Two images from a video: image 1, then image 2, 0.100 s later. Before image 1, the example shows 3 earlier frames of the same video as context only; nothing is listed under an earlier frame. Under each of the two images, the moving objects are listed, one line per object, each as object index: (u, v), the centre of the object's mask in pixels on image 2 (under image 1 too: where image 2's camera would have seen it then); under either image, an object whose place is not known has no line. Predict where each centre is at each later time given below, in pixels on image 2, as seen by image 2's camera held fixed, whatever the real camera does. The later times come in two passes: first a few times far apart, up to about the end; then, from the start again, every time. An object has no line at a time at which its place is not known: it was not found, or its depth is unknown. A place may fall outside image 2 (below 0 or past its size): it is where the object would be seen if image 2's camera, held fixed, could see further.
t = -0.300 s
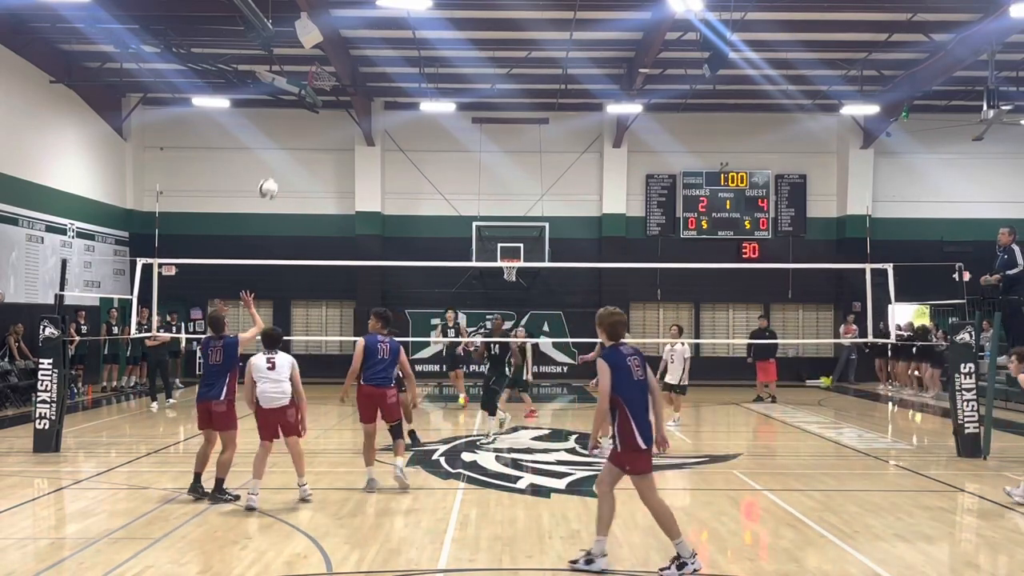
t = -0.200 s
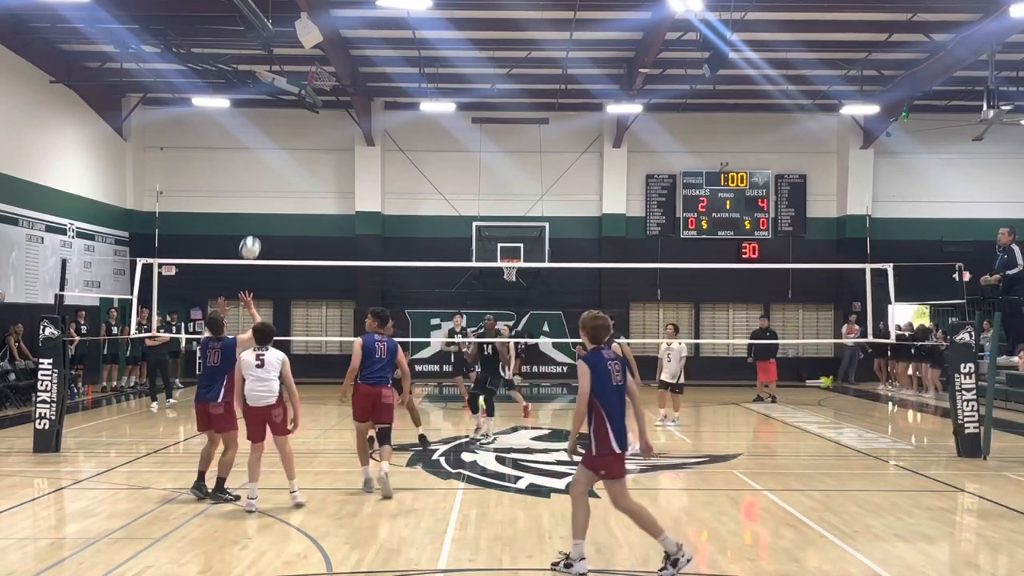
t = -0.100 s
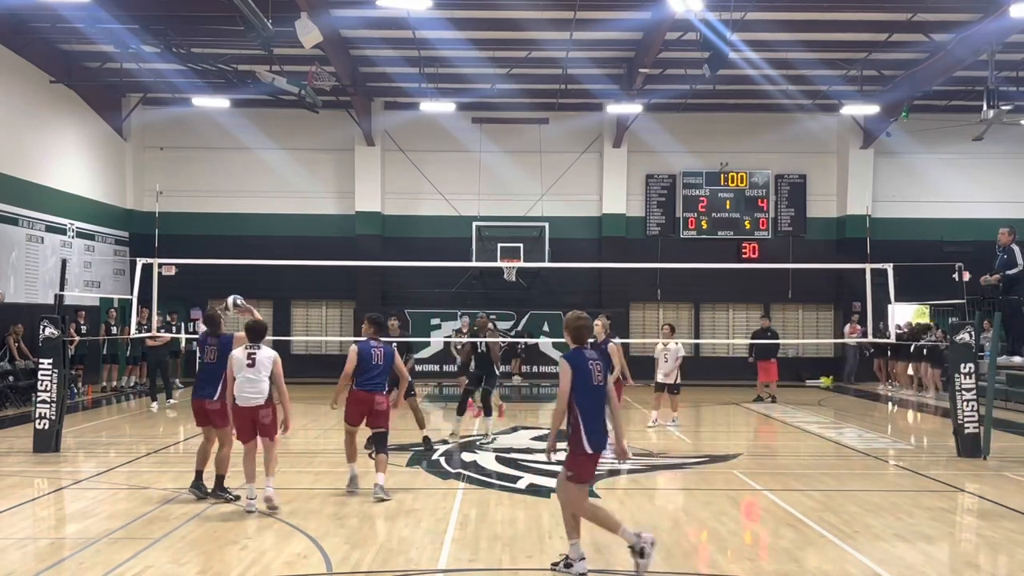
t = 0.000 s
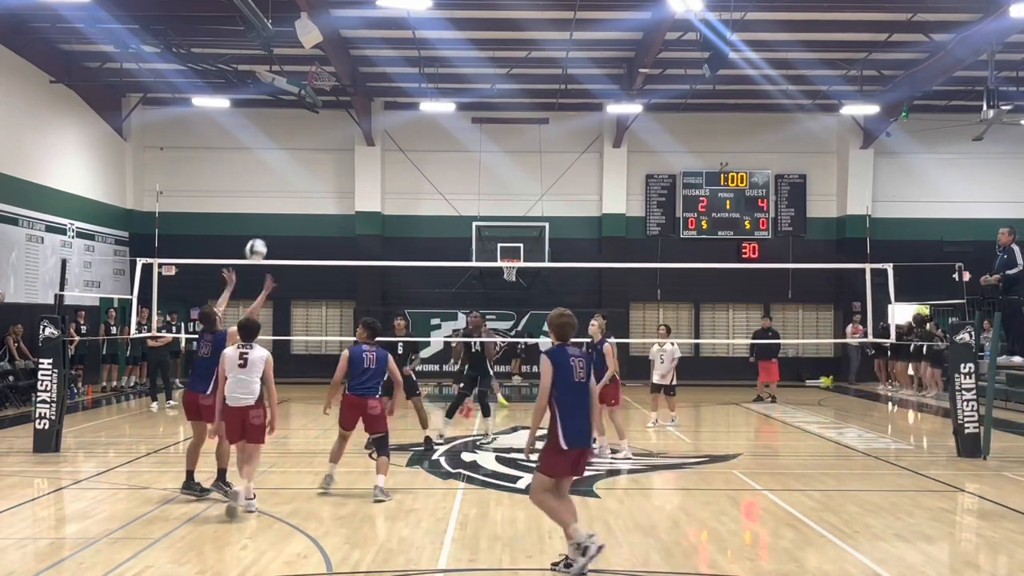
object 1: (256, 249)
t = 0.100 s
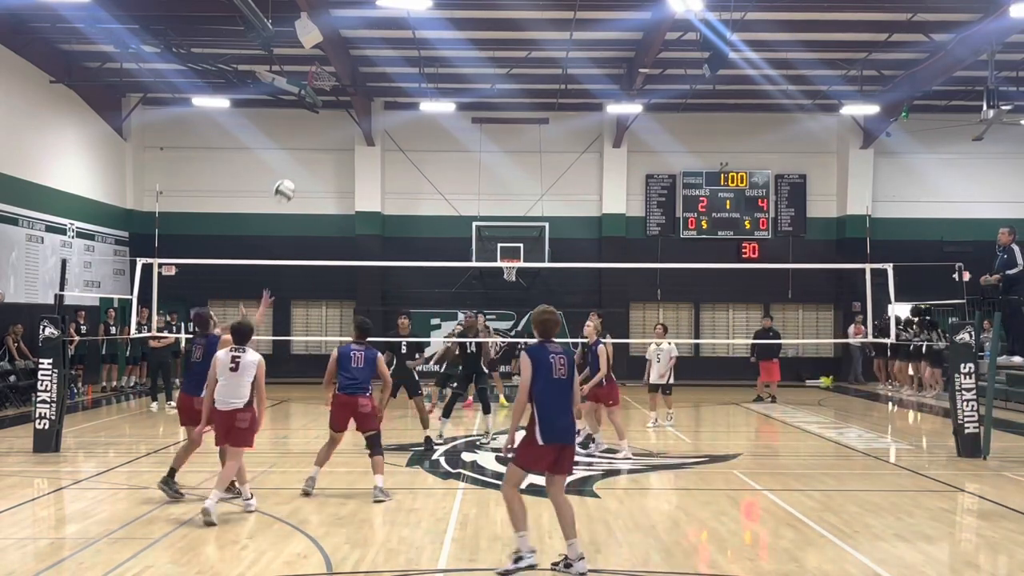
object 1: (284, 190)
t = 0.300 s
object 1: (335, 108)
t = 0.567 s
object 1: (396, 60)
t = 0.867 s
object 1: (461, 86)
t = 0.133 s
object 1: (293, 173)
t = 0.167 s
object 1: (302, 157)
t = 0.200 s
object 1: (310, 143)
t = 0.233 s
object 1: (319, 130)
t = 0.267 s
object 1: (328, 118)
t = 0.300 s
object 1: (335, 108)
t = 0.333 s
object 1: (343, 98)
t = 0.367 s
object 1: (351, 89)
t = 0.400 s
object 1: (359, 82)
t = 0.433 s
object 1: (367, 75)
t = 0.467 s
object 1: (374, 70)
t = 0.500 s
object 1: (382, 65)
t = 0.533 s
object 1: (389, 62)
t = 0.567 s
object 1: (396, 60)
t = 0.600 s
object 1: (404, 59)
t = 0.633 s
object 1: (412, 59)
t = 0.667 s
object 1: (419, 60)
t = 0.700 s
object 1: (426, 62)
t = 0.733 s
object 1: (433, 65)
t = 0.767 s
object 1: (440, 68)
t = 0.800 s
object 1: (447, 73)
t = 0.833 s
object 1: (453, 79)
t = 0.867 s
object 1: (461, 86)
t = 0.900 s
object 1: (467, 94)
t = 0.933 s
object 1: (474, 102)
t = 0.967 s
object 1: (480, 112)
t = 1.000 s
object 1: (487, 122)
